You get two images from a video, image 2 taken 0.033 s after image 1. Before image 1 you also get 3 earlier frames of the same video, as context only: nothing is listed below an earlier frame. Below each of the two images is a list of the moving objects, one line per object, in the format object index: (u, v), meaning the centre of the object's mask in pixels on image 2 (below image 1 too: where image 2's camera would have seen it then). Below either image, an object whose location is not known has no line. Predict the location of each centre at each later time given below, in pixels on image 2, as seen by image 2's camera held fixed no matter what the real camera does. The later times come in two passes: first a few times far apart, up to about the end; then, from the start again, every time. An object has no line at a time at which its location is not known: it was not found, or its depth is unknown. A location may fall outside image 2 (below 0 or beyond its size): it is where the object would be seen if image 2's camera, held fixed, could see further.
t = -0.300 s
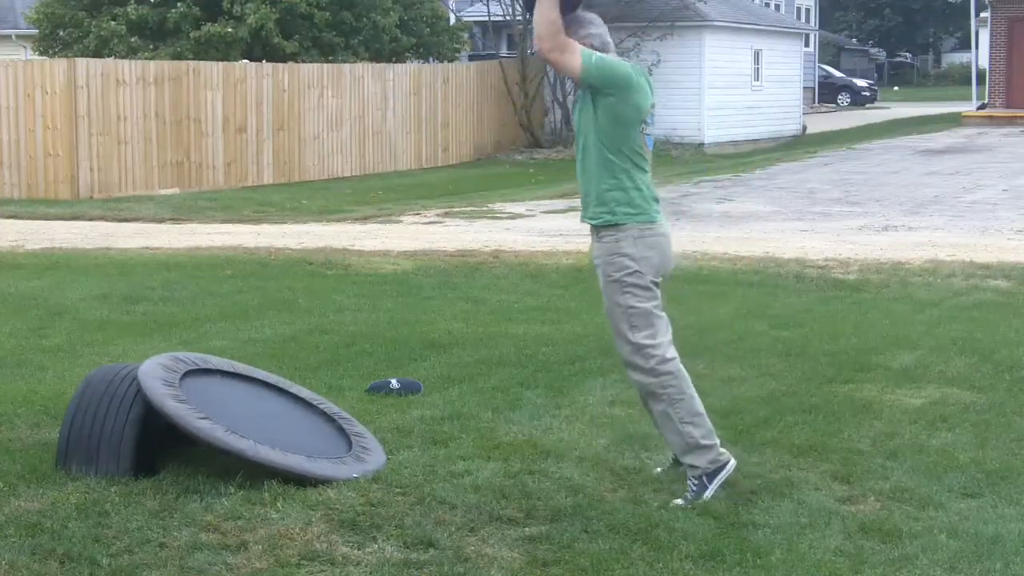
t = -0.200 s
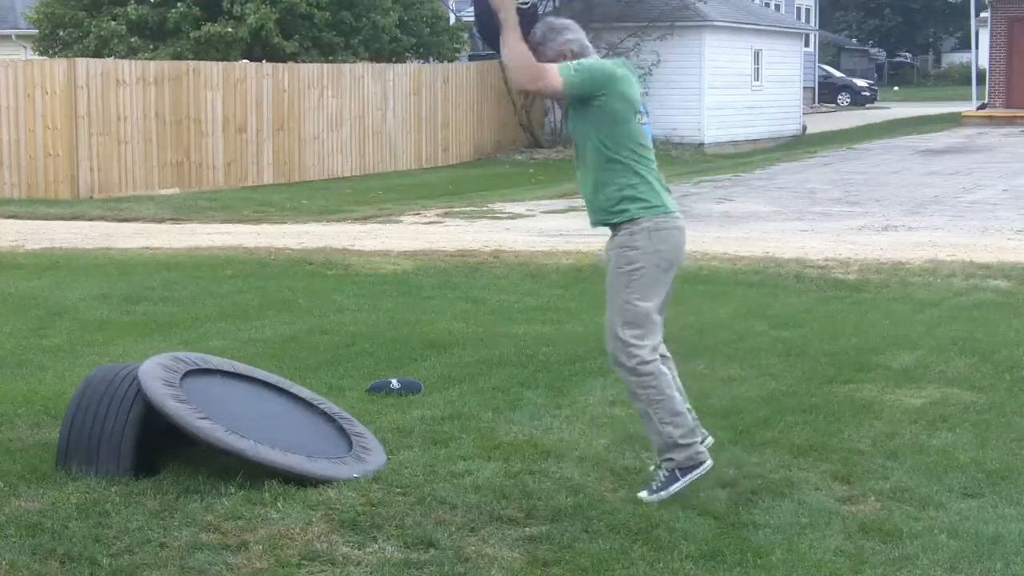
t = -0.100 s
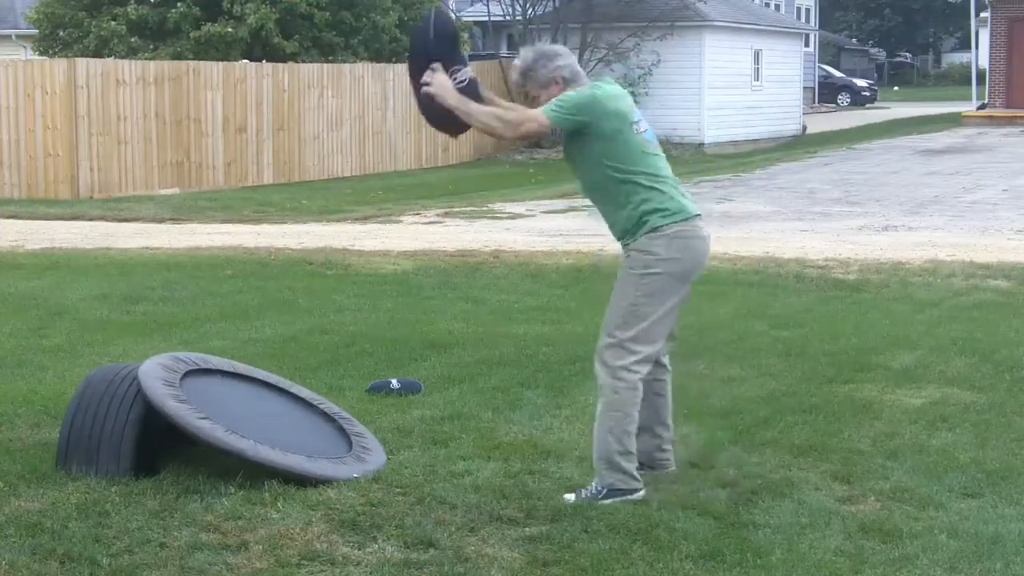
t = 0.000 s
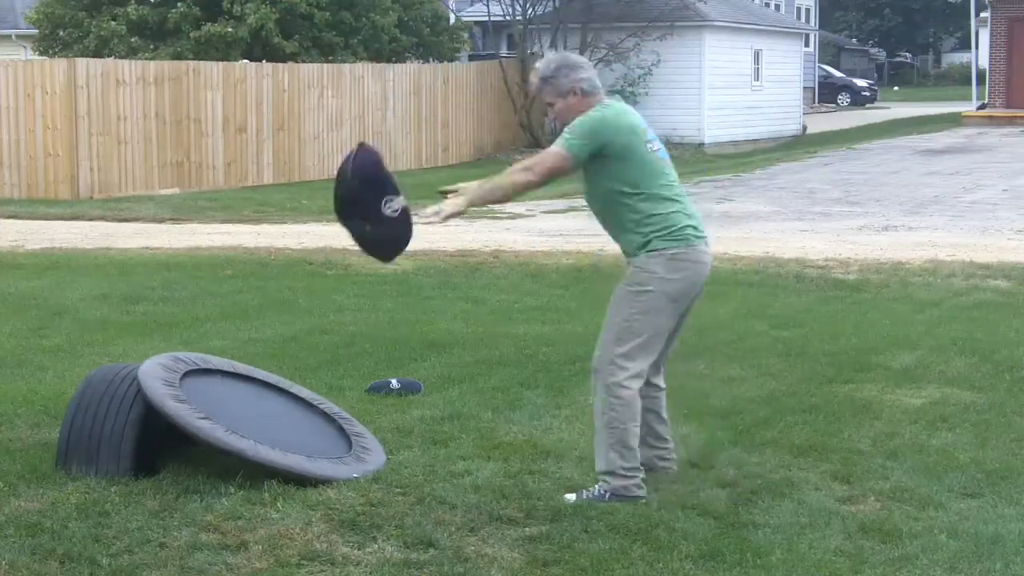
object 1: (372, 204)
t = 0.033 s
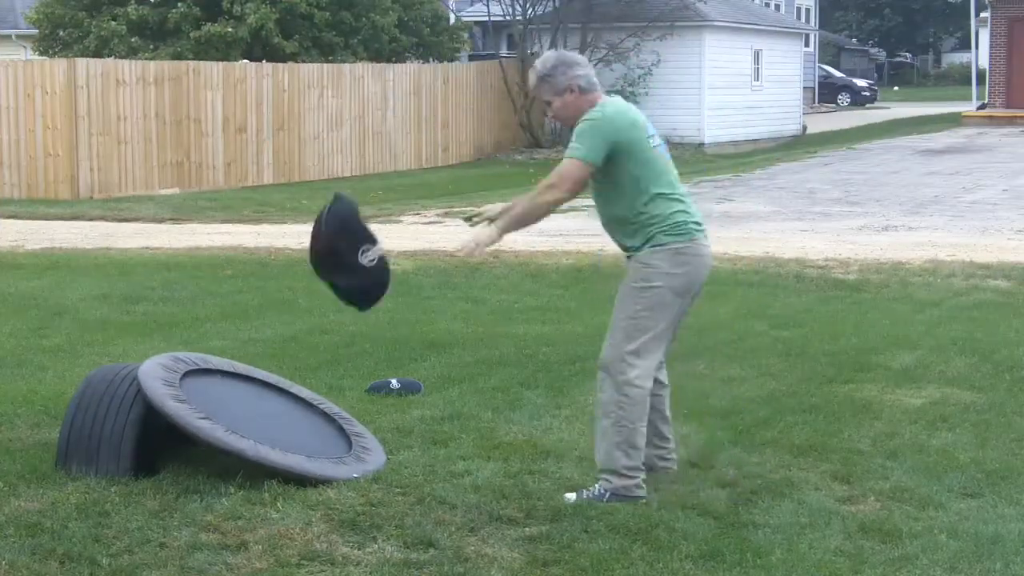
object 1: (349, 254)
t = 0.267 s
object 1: (288, 369)
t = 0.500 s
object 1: (375, 219)
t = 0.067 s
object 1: (326, 308)
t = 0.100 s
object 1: (303, 363)
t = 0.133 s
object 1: (281, 413)
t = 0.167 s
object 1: (269, 436)
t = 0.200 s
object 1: (268, 432)
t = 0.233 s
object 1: (276, 404)
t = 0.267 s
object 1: (288, 369)
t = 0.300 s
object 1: (300, 340)
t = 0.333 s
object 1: (313, 313)
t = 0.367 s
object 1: (325, 289)
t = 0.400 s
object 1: (337, 267)
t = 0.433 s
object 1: (350, 249)
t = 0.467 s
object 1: (362, 232)
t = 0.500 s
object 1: (375, 219)
